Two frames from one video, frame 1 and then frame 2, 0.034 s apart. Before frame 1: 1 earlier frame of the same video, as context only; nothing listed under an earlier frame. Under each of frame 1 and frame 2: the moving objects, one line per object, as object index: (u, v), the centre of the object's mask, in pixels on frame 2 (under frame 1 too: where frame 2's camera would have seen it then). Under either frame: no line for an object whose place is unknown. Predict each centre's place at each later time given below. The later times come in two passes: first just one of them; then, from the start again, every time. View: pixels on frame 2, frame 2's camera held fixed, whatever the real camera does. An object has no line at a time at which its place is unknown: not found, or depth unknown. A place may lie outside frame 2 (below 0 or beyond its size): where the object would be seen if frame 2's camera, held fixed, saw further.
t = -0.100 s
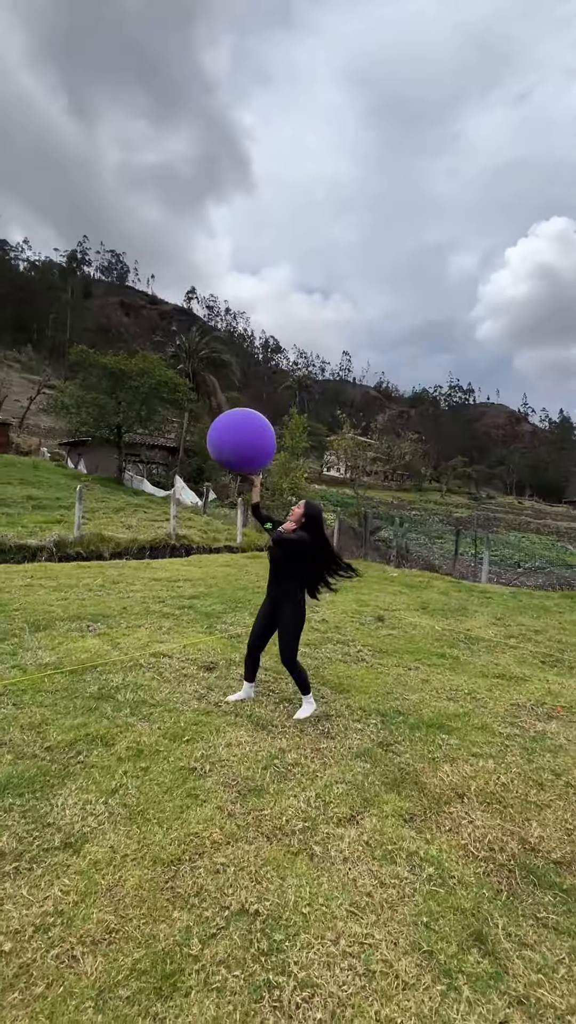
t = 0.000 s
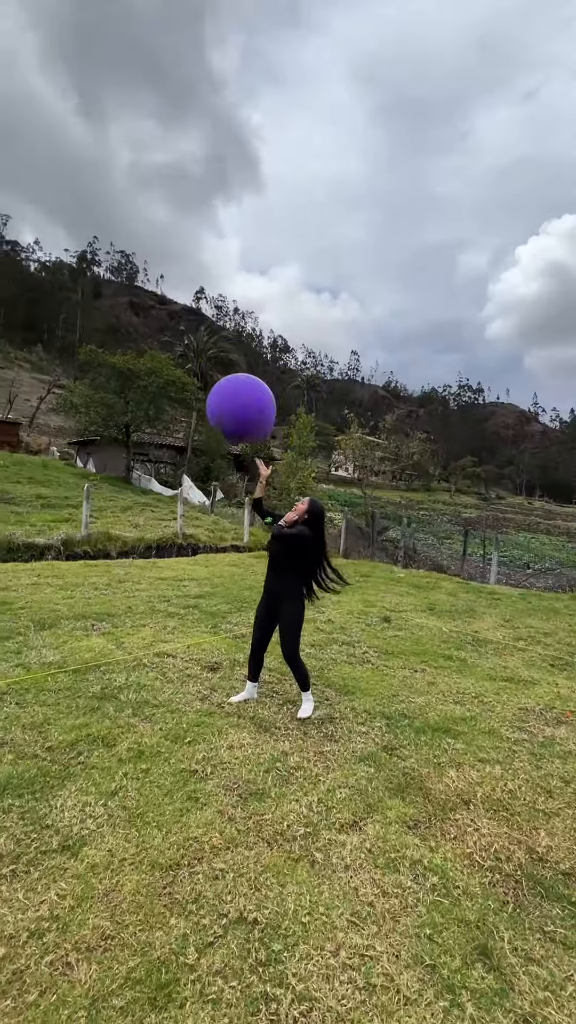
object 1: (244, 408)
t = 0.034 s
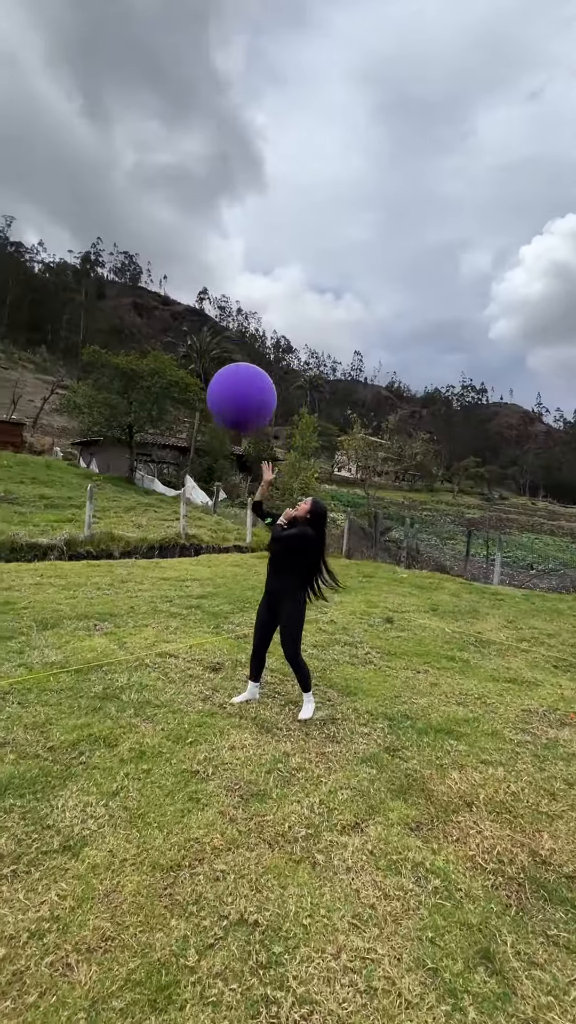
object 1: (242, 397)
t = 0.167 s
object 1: (234, 361)
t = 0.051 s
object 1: (241, 392)
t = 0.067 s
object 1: (240, 386)
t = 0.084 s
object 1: (239, 382)
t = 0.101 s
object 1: (238, 378)
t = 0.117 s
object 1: (237, 373)
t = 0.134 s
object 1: (236, 369)
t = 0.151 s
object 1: (235, 365)
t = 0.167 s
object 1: (234, 361)
